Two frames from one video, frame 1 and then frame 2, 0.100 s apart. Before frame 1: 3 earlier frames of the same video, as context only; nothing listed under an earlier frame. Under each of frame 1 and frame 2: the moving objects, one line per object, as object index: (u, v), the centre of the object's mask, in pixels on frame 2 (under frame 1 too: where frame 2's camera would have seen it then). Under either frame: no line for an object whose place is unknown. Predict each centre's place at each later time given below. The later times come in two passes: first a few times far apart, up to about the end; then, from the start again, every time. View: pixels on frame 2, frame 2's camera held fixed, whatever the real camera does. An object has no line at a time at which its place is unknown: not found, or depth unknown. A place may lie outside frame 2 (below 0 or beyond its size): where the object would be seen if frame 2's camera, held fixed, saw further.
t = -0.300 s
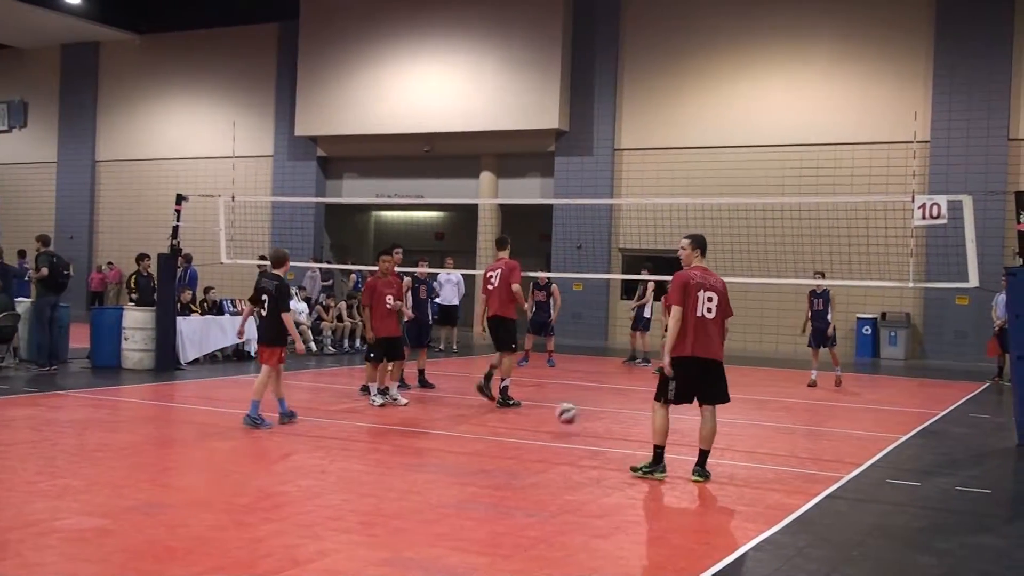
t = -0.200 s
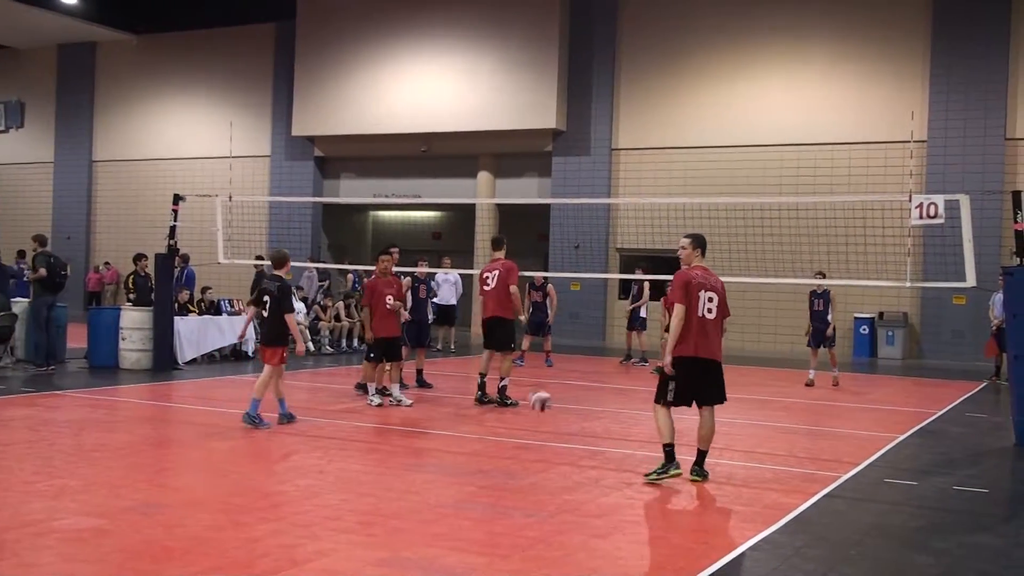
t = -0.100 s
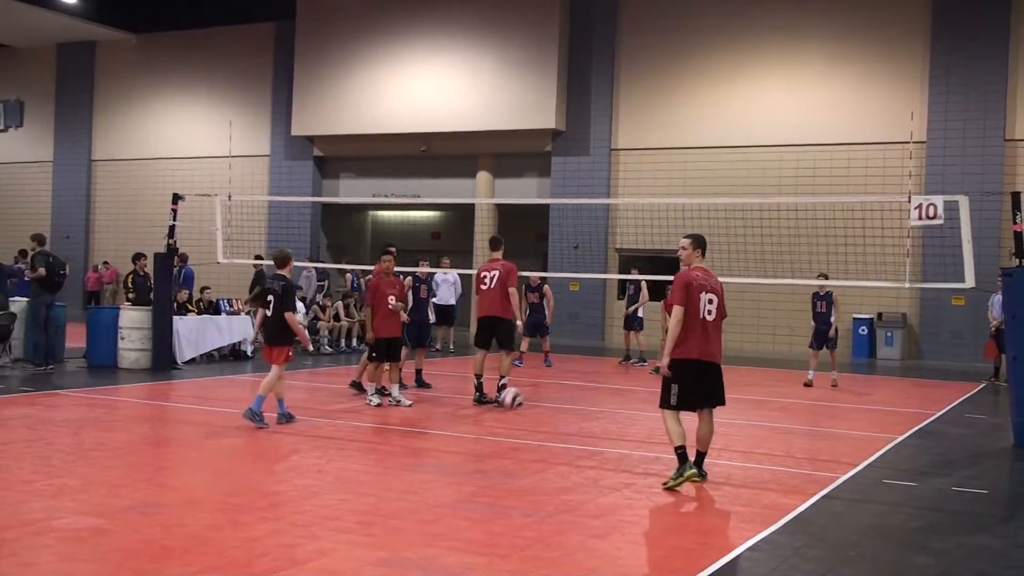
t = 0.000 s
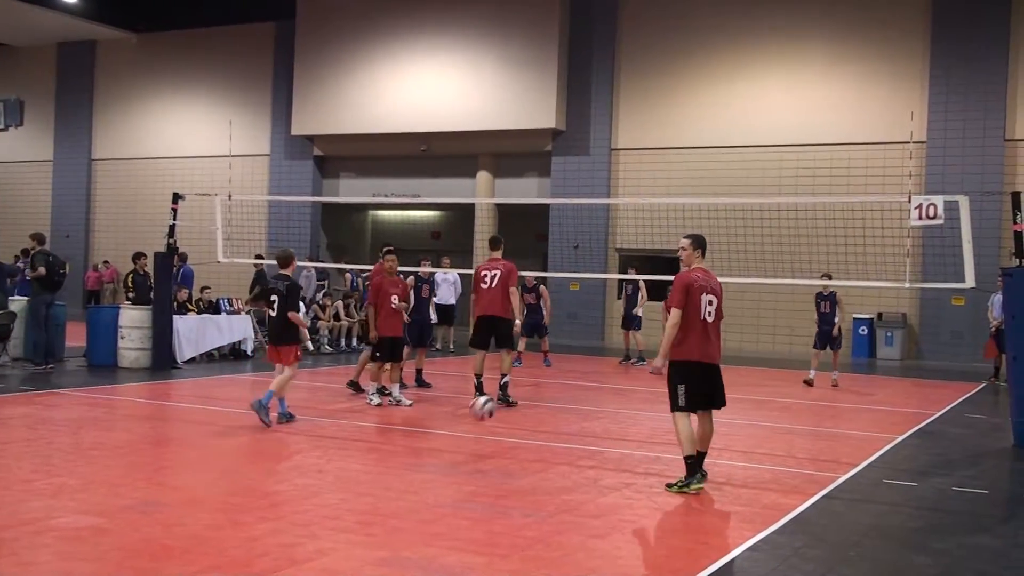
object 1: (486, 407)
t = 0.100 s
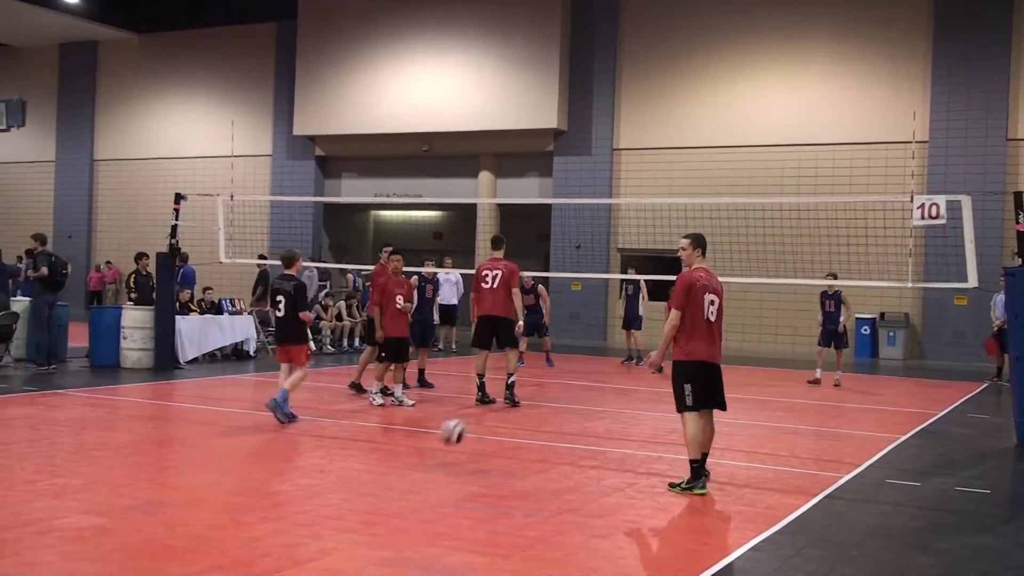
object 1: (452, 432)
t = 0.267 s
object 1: (392, 437)
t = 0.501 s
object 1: (287, 458)
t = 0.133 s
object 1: (440, 443)
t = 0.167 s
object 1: (428, 452)
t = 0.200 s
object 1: (417, 445)
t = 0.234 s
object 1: (404, 440)
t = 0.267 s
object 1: (392, 437)
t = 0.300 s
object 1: (378, 435)
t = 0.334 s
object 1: (365, 434)
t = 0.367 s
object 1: (350, 436)
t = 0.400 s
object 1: (335, 438)
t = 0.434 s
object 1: (320, 443)
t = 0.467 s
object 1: (304, 450)
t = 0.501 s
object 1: (287, 458)
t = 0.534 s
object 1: (270, 469)
